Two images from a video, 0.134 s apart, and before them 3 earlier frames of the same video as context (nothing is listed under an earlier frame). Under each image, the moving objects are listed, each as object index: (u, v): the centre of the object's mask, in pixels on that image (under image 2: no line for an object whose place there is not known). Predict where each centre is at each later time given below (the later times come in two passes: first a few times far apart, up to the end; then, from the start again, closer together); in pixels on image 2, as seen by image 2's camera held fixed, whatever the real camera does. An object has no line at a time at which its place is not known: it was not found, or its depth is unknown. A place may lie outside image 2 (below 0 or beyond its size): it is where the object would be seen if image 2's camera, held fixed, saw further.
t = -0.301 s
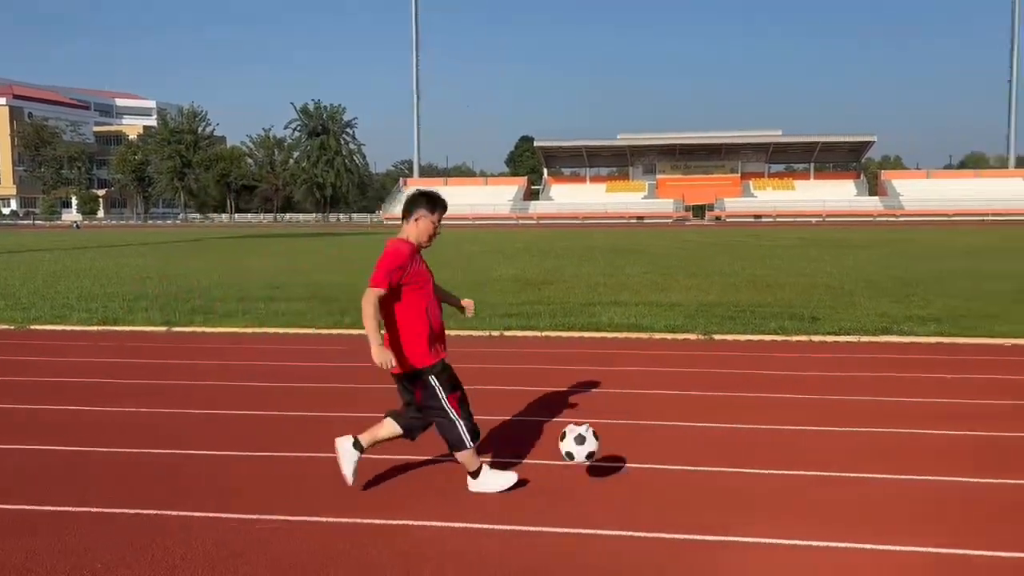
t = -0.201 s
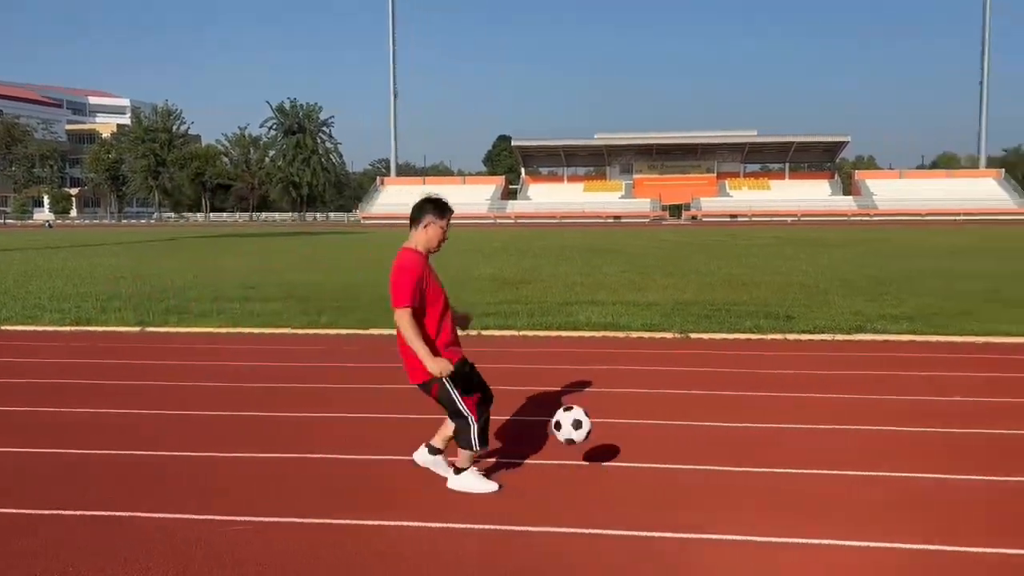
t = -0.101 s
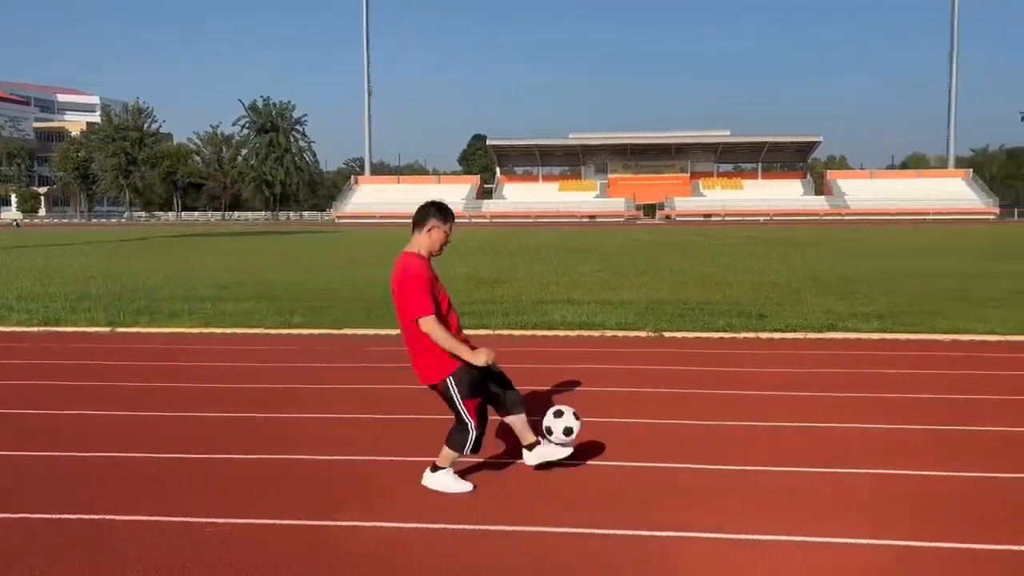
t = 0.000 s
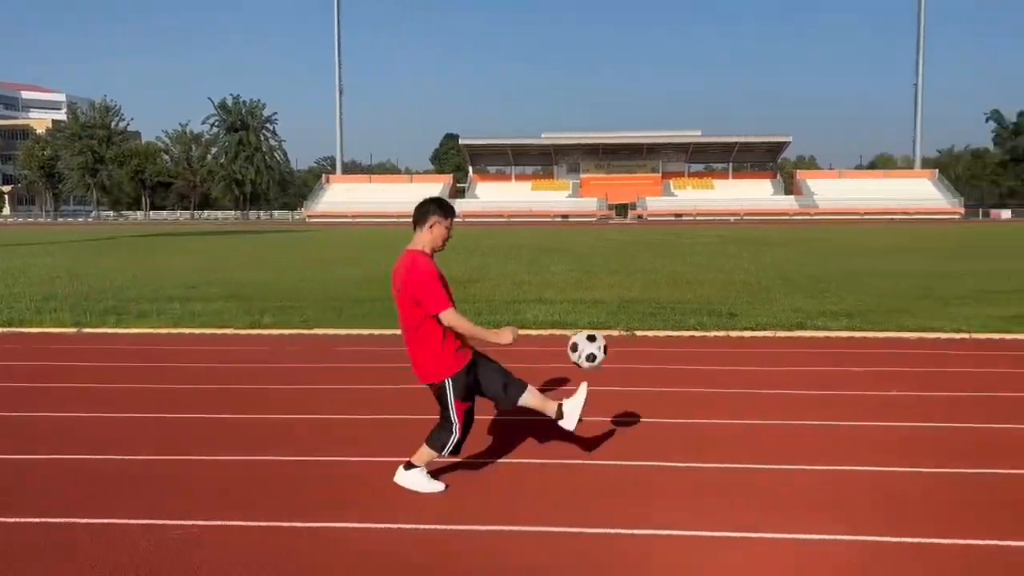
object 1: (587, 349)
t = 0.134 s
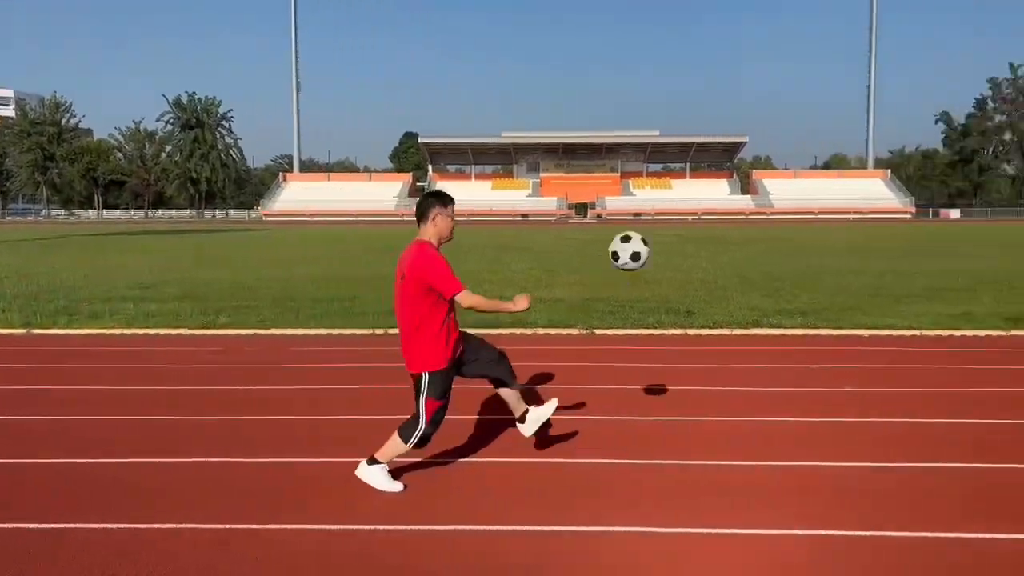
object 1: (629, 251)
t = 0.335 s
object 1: (756, 156)
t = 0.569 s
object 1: (916, 135)
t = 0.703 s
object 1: (1012, 174)
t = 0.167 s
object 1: (649, 231)
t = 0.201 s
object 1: (669, 212)
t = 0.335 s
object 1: (756, 156)
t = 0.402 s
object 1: (802, 140)
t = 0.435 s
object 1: (825, 135)
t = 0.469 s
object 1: (848, 132)
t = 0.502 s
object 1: (870, 131)
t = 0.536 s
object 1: (894, 132)
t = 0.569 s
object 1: (916, 135)
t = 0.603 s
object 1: (939, 140)
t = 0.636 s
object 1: (966, 149)
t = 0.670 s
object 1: (990, 160)
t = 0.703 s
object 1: (1012, 174)
